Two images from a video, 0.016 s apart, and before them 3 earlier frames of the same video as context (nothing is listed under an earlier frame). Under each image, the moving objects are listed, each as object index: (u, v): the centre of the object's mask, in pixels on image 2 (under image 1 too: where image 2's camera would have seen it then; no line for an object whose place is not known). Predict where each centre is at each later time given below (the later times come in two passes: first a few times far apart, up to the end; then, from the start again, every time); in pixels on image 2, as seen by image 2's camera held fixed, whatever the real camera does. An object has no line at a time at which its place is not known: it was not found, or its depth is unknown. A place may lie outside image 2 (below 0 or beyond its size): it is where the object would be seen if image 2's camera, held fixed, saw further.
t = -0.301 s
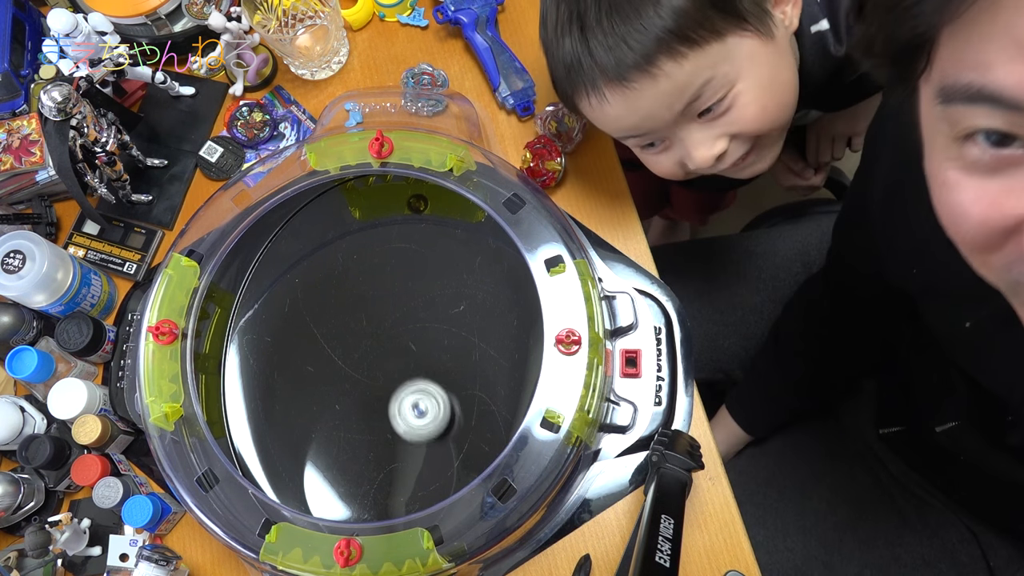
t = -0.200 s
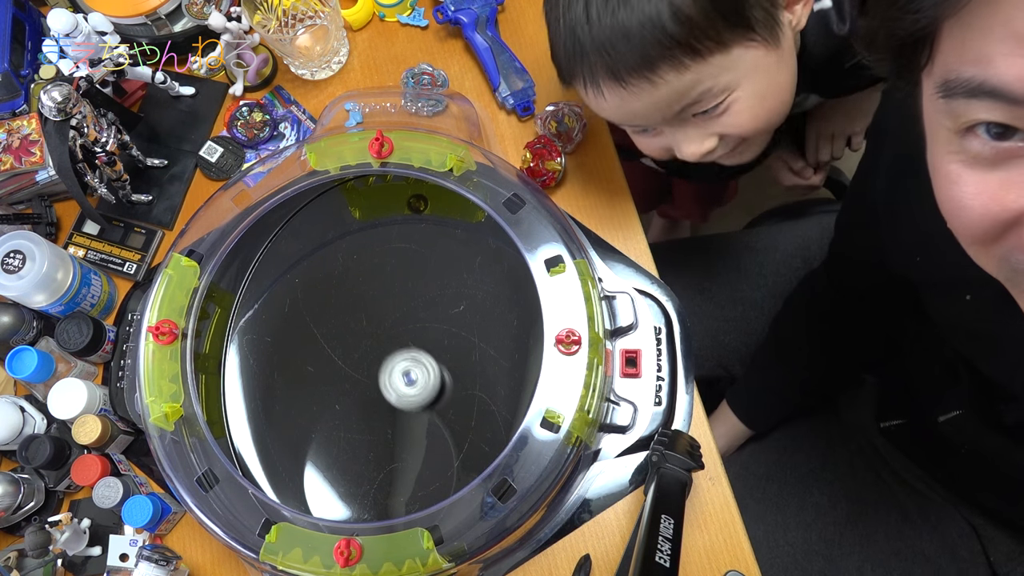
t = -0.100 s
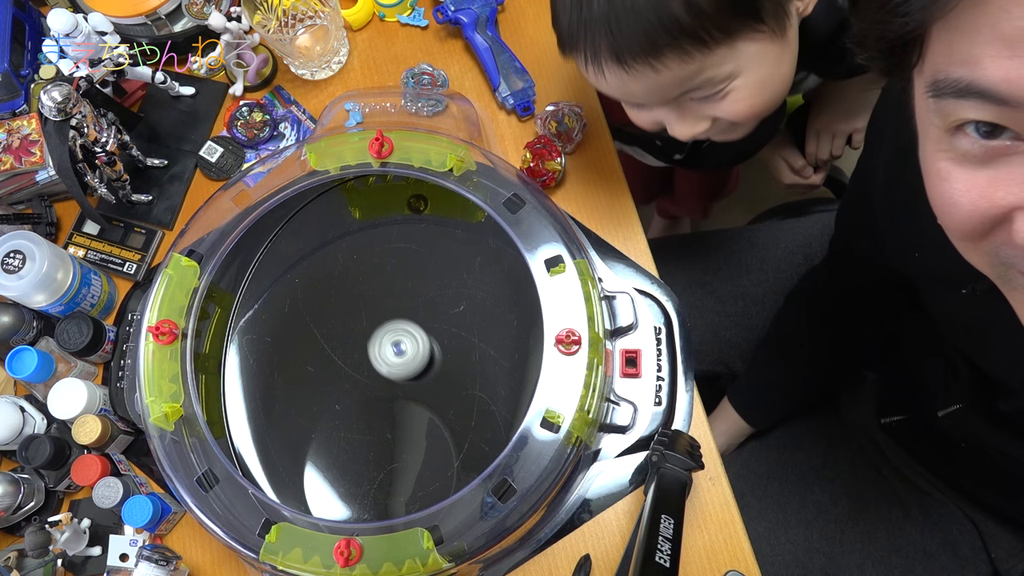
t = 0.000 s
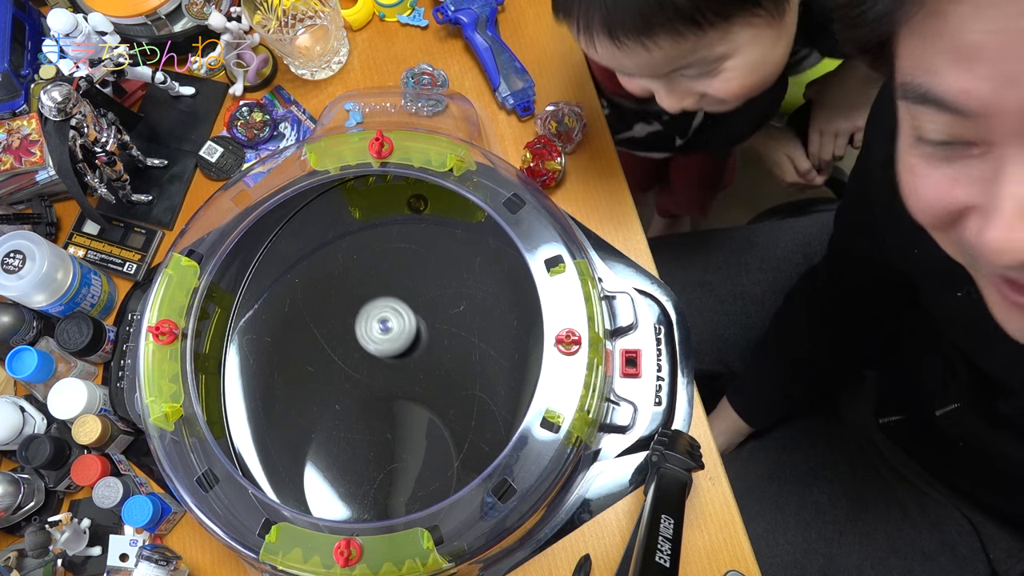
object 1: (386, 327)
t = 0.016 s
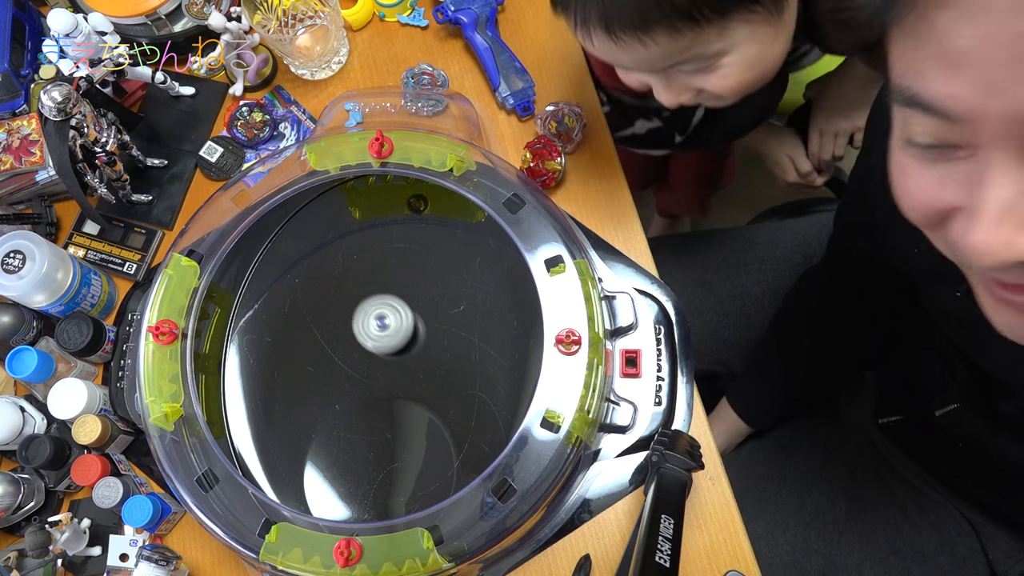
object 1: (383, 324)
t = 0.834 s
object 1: (349, 485)
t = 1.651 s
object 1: (340, 460)
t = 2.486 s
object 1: (371, 346)
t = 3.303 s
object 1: (322, 403)
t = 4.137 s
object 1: (402, 457)
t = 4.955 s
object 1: (371, 431)
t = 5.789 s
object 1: (423, 478)
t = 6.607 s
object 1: (343, 501)
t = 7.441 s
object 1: (314, 460)
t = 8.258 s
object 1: (403, 402)
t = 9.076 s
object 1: (412, 499)
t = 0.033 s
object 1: (381, 321)
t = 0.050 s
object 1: (378, 319)
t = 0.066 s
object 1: (376, 316)
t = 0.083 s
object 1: (373, 315)
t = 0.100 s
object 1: (371, 313)
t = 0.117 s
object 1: (368, 311)
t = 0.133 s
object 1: (365, 310)
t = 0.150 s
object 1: (363, 310)
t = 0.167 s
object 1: (360, 309)
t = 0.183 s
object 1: (358, 308)
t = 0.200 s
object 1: (355, 309)
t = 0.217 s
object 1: (352, 309)
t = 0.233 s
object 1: (350, 310)
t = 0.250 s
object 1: (347, 310)
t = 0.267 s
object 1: (345, 312)
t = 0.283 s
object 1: (343, 313)
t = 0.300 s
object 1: (340, 315)
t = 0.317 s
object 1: (338, 317)
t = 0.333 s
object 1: (336, 319)
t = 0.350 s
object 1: (334, 321)
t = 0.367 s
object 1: (332, 324)
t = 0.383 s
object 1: (331, 327)
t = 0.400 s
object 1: (329, 331)
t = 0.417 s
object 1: (328, 334)
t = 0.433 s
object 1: (326, 338)
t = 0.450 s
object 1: (325, 342)
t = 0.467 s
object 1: (324, 346)
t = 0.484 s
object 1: (323, 350)
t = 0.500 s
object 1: (322, 356)
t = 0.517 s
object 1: (322, 360)
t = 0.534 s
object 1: (321, 366)
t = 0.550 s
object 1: (321, 371)
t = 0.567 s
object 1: (321, 376)
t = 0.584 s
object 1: (321, 382)
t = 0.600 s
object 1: (322, 388)
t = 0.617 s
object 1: (322, 394)
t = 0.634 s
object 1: (323, 400)
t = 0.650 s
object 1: (324, 407)
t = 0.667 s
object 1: (326, 414)
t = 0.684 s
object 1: (327, 420)
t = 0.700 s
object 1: (328, 427)
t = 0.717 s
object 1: (330, 434)
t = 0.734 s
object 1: (332, 441)
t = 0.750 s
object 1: (334, 449)
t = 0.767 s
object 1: (337, 455)
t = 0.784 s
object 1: (339, 463)
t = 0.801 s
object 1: (342, 470)
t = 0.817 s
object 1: (345, 477)
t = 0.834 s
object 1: (349, 485)
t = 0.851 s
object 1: (353, 490)
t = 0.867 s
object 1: (357, 494)
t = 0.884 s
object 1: (361, 498)
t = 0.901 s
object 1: (365, 500)
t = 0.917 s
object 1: (370, 503)
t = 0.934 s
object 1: (374, 505)
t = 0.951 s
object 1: (377, 506)
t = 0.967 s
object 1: (381, 507)
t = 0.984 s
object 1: (385, 508)
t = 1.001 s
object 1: (390, 508)
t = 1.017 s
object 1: (396, 514)
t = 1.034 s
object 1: (401, 514)
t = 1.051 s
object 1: (406, 513)
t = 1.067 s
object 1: (411, 513)
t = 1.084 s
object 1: (416, 512)
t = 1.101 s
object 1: (419, 510)
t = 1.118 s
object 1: (422, 508)
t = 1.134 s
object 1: (424, 505)
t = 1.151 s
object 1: (427, 503)
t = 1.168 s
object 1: (429, 499)
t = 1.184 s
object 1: (431, 495)
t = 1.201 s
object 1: (432, 490)
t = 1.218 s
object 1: (434, 485)
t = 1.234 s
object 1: (434, 477)
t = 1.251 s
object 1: (436, 473)
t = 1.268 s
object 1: (437, 469)
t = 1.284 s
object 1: (438, 465)
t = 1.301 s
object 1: (437, 460)
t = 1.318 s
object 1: (436, 455)
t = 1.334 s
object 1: (433, 451)
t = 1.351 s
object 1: (431, 447)
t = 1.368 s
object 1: (427, 443)
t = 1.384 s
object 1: (424, 440)
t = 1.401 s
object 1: (419, 438)
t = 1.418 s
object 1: (414, 436)
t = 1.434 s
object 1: (409, 434)
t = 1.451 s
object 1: (404, 434)
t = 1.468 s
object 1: (398, 433)
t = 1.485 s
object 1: (392, 433)
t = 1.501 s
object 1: (386, 434)
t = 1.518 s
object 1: (380, 435)
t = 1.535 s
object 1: (375, 437)
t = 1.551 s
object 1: (369, 439)
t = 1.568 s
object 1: (364, 442)
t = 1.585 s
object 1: (358, 445)
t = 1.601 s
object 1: (353, 449)
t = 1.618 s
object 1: (348, 452)
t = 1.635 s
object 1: (344, 456)
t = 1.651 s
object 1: (340, 460)
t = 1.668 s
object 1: (336, 465)
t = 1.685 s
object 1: (332, 471)
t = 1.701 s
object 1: (329, 476)
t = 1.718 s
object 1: (326, 481)
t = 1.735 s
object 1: (324, 486)
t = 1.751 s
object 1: (324, 490)
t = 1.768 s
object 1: (323, 493)
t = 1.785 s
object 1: (324, 497)
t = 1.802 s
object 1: (324, 499)
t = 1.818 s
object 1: (326, 502)
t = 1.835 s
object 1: (328, 505)
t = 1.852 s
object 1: (331, 507)
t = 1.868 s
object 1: (335, 509)
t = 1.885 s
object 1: (338, 511)
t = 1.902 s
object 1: (343, 511)
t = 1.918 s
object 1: (348, 510)
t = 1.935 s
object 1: (354, 505)
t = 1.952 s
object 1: (359, 501)
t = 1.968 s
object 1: (365, 497)
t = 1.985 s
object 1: (371, 491)
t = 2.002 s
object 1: (375, 485)
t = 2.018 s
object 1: (381, 477)
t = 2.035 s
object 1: (386, 469)
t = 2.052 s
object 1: (391, 461)
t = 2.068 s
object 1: (395, 454)
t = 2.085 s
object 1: (399, 447)
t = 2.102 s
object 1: (402, 440)
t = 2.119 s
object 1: (404, 434)
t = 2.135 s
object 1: (406, 428)
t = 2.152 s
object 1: (408, 422)
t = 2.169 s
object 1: (408, 417)
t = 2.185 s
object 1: (408, 412)
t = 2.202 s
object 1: (409, 408)
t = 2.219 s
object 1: (408, 403)
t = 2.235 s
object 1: (406, 399)
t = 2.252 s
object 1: (405, 396)
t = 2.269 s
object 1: (403, 392)
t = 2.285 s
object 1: (401, 389)
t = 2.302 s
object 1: (399, 385)
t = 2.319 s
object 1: (397, 382)
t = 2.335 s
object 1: (394, 378)
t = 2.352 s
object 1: (392, 375)
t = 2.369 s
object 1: (389, 371)
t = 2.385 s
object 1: (387, 368)
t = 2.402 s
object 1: (384, 364)
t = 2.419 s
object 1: (382, 361)
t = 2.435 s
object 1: (379, 357)
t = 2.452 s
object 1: (377, 353)
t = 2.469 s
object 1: (374, 350)
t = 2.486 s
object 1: (371, 346)
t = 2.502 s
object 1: (369, 343)
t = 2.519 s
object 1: (366, 339)
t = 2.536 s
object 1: (364, 336)
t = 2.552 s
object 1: (361, 333)
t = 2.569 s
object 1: (358, 329)
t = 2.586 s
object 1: (355, 326)
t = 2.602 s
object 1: (353, 323)
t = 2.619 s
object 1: (349, 321)
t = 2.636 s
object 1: (347, 318)
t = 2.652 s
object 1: (344, 316)
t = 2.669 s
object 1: (341, 314)
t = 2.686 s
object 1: (339, 312)
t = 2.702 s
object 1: (336, 311)
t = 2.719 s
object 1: (333, 309)
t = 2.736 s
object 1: (330, 308)
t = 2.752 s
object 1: (328, 307)
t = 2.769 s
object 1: (325, 307)
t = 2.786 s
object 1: (323, 307)
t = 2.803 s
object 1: (321, 307)
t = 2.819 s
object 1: (318, 307)
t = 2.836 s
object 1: (316, 308)
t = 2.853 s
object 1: (314, 309)
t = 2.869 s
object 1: (312, 310)
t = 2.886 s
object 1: (310, 311)
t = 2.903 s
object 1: (309, 313)
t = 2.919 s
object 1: (307, 315)
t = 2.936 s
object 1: (306, 316)
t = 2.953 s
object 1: (305, 319)
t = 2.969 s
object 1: (304, 321)
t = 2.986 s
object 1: (304, 324)
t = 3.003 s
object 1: (303, 326)
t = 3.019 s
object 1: (302, 329)
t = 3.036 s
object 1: (302, 333)
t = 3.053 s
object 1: (302, 336)
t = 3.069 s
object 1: (302, 339)
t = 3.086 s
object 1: (302, 343)
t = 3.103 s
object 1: (302, 347)
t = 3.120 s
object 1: (303, 351)
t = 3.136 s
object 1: (304, 355)
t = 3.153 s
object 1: (304, 360)
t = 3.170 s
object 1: (306, 364)
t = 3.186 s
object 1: (307, 369)
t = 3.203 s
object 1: (309, 373)
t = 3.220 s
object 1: (311, 378)
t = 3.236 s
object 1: (312, 382)
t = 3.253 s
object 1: (315, 388)
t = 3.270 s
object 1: (317, 393)
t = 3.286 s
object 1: (319, 397)
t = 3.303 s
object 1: (322, 403)
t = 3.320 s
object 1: (324, 408)
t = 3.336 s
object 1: (328, 413)
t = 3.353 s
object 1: (330, 419)
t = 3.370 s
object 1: (334, 425)
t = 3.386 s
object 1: (336, 431)
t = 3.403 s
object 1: (339, 438)
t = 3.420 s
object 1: (342, 444)
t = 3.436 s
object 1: (345, 450)
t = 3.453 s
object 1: (349, 456)
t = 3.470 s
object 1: (353, 462)
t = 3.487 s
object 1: (357, 468)
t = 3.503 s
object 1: (360, 474)
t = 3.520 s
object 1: (365, 479)
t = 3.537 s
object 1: (369, 484)
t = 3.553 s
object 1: (373, 489)
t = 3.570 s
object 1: (377, 492)
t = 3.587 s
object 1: (381, 494)
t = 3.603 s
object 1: (386, 496)
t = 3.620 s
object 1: (389, 497)
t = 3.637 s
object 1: (393, 498)
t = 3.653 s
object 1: (398, 504)
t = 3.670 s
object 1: (402, 506)
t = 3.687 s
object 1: (406, 506)
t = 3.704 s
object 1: (410, 507)
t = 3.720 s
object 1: (413, 507)
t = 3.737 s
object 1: (416, 506)
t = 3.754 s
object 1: (419, 506)
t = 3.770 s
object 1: (421, 505)
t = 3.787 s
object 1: (423, 504)
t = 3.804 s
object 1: (425, 502)
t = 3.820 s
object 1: (426, 500)
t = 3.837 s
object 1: (427, 499)
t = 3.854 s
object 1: (429, 496)
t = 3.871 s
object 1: (429, 491)
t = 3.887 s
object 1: (429, 490)
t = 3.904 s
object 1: (429, 486)
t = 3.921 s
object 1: (429, 483)
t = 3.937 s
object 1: (428, 478)
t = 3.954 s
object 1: (428, 476)
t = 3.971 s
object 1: (427, 473)
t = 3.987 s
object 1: (426, 471)
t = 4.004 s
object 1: (425, 468)
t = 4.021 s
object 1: (423, 465)
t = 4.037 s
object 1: (421, 463)
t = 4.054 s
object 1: (418, 461)
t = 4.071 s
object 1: (416, 459)
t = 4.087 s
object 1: (413, 458)
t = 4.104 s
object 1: (409, 458)
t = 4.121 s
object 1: (406, 457)
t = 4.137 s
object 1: (402, 457)
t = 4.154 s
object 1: (397, 458)
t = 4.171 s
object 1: (393, 459)
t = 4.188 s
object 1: (389, 460)
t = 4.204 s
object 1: (384, 462)
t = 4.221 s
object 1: (381, 464)
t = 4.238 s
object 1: (376, 466)
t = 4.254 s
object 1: (372, 469)
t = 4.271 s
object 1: (368, 473)
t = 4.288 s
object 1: (364, 475)
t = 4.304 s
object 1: (361, 479)
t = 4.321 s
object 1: (358, 483)
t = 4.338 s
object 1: (355, 487)
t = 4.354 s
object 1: (352, 490)
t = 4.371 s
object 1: (350, 493)
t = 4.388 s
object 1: (348, 496)
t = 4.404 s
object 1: (346, 498)
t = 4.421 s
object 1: (345, 501)
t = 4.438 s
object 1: (345, 503)
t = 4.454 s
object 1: (345, 505)
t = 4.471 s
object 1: (346, 506)
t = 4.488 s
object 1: (348, 508)
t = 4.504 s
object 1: (349, 509)
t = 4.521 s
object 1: (351, 509)
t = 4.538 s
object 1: (355, 510)
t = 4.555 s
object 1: (357, 509)
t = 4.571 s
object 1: (362, 508)
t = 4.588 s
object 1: (366, 506)
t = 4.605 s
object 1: (370, 504)
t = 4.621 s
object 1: (375, 502)
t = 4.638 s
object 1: (379, 500)
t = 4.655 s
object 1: (382, 498)
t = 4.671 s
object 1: (385, 495)
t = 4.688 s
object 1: (388, 492)
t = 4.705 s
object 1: (391, 488)
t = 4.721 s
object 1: (393, 485)
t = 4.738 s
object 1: (395, 480)
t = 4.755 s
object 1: (395, 476)
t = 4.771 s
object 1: (395, 471)
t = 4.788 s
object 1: (395, 467)
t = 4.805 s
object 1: (394, 463)
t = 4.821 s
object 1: (393, 458)
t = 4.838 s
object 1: (392, 454)
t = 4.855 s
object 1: (389, 451)
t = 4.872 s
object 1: (387, 447)
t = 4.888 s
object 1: (384, 443)
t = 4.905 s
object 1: (381, 440)
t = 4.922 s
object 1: (378, 437)
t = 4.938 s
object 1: (375, 434)
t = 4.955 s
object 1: (371, 431)
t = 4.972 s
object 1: (366, 428)
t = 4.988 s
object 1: (364, 427)
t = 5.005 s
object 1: (359, 425)
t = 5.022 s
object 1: (355, 423)
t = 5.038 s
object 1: (351, 422)
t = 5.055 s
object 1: (348, 422)
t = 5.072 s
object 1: (343, 421)
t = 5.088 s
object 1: (340, 421)
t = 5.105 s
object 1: (336, 422)
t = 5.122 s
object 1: (332, 422)
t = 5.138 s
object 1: (329, 423)
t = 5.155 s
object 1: (325, 425)
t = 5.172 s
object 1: (322, 427)
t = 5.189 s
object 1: (320, 429)
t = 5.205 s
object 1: (318, 432)
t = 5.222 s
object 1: (315, 435)
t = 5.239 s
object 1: (314, 437)
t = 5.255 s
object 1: (313, 441)
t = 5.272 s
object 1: (312, 445)
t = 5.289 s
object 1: (312, 449)
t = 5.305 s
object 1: (313, 453)
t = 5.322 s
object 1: (313, 457)
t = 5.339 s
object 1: (315, 461)
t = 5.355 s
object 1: (317, 466)
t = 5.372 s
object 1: (319, 470)
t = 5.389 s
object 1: (322, 474)
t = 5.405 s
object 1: (325, 479)
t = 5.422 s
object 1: (329, 483)
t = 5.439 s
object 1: (334, 486)
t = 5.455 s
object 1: (339, 490)
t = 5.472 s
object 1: (345, 492)
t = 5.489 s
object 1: (349, 494)
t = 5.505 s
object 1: (355, 495)
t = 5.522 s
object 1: (361, 497)
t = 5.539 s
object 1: (366, 498)
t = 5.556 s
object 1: (371, 498)
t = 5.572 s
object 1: (376, 498)
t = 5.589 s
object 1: (381, 499)
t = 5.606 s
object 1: (386, 503)
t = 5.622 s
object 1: (391, 503)
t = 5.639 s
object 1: (395, 502)
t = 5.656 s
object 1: (399, 501)
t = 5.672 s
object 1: (403, 499)
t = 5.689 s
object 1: (407, 497)
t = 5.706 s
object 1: (410, 495)
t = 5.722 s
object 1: (413, 493)
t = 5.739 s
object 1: (415, 487)
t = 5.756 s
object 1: (418, 484)
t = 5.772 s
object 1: (421, 481)
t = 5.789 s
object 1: (423, 478)
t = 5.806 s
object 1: (425, 475)
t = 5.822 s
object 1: (427, 471)
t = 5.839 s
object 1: (428, 467)
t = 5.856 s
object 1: (430, 464)
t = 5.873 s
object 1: (431, 460)
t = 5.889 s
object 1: (432, 456)
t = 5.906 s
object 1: (432, 451)
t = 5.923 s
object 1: (433, 447)
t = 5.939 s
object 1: (433, 443)
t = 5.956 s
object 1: (433, 439)
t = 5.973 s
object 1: (432, 435)
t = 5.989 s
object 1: (431, 431)
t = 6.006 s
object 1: (430, 427)
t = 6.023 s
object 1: (428, 424)
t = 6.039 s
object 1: (427, 421)
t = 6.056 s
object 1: (424, 418)
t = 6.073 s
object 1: (421, 415)
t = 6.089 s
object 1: (419, 413)
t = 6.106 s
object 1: (416, 411)
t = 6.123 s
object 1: (412, 410)
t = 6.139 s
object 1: (409, 408)
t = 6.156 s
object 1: (405, 407)
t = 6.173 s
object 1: (400, 408)
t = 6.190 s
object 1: (396, 408)
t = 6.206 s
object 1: (392, 408)
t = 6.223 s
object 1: (387, 409)
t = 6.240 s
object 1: (383, 411)
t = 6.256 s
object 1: (378, 413)
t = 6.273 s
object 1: (374, 415)
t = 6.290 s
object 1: (369, 418)
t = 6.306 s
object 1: (365, 421)
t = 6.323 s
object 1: (361, 425)
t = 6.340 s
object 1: (358, 429)
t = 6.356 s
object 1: (353, 433)
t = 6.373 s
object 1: (350, 437)
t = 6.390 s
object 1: (348, 442)
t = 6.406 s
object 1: (345, 448)
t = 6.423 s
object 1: (343, 452)
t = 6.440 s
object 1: (341, 457)
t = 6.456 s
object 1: (340, 462)
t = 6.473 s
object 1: (339, 467)
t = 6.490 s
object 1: (337, 473)
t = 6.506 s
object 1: (336, 479)
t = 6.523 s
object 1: (335, 485)
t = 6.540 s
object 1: (336, 490)
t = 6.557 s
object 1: (338, 493)
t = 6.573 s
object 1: (339, 496)
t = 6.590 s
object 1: (341, 499)
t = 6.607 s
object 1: (343, 501)
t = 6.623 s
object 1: (345, 504)
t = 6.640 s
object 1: (348, 506)
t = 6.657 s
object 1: (351, 508)
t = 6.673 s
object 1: (354, 509)
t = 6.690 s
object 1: (358, 510)
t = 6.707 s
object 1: (362, 511)
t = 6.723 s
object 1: (366, 511)
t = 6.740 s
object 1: (370, 511)
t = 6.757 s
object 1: (374, 511)
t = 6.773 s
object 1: (378, 510)
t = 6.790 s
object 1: (382, 509)
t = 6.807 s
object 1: (387, 514)
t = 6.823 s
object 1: (391, 506)
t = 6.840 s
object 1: (397, 510)
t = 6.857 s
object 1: (401, 508)
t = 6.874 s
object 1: (404, 505)
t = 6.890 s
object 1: (407, 502)
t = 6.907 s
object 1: (409, 498)
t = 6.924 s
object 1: (409, 490)
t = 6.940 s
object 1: (410, 487)
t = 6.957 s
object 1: (411, 482)
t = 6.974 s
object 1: (411, 478)
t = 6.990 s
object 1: (410, 474)
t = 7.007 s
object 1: (408, 468)
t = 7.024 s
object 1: (406, 463)
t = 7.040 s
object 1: (403, 459)
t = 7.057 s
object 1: (400, 455)
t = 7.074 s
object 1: (396, 451)
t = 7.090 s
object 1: (392, 448)
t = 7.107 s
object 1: (389, 445)
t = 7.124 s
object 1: (384, 443)
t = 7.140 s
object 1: (380, 440)
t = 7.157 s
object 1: (376, 438)
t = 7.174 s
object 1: (372, 437)
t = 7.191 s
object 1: (367, 436)
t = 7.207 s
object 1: (362, 435)
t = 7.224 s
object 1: (358, 434)
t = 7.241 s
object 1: (354, 434)
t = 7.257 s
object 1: (349, 435)
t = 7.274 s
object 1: (344, 435)
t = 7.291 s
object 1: (340, 436)
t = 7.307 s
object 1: (336, 438)
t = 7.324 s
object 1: (332, 439)
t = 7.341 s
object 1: (328, 441)
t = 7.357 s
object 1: (325, 443)
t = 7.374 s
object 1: (322, 446)
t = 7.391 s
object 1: (319, 449)
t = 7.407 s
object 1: (317, 453)
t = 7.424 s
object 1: (315, 456)
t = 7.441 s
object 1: (314, 460)
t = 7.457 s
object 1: (313, 463)
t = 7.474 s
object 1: (312, 468)
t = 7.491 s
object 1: (312, 471)
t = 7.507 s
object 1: (313, 476)
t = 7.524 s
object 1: (313, 480)
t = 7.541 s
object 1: (316, 484)
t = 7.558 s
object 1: (318, 487)
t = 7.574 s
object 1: (321, 490)
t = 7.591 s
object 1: (325, 493)
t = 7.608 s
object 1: (329, 495)
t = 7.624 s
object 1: (334, 498)
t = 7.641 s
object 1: (339, 499)
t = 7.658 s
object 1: (345, 501)
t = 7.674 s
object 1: (350, 502)
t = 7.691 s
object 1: (354, 503)
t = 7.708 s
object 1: (360, 503)
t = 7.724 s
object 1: (365, 503)
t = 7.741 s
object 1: (371, 503)
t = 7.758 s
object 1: (376, 502)
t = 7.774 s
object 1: (381, 501)
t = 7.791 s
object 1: (385, 500)
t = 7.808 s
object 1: (390, 498)
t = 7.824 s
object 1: (394, 497)
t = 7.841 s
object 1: (398, 494)
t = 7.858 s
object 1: (401, 492)
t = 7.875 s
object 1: (405, 490)
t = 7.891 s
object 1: (408, 487)
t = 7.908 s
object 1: (411, 484)
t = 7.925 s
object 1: (413, 480)
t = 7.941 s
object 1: (415, 476)
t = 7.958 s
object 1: (417, 472)
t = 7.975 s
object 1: (419, 467)
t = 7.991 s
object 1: (420, 463)
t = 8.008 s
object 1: (420, 458)
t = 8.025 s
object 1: (421, 454)
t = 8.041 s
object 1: (422, 449)
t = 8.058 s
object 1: (422, 444)
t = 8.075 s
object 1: (422, 440)
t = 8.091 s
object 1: (422, 435)
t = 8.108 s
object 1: (421, 431)
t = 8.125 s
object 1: (421, 427)
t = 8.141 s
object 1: (420, 423)
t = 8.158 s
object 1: (418, 419)
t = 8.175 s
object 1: (416, 415)
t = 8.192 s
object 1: (414, 412)
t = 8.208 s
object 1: (412, 409)
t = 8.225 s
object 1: (409, 406)
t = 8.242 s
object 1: (406, 404)
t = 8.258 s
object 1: (403, 402)
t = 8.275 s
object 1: (399, 400)
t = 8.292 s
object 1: (396, 399)
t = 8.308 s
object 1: (393, 399)
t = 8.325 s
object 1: (389, 398)
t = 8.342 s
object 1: (385, 398)
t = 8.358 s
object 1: (381, 398)
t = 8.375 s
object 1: (377, 400)
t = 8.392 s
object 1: (373, 402)
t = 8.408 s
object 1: (369, 403)
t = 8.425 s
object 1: (365, 406)
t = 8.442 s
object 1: (361, 408)
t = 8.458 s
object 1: (358, 412)
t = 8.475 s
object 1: (354, 416)
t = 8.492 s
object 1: (351, 420)
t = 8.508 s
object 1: (349, 424)
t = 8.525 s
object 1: (346, 428)
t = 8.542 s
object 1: (344, 434)
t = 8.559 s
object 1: (341, 438)
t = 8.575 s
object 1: (340, 443)
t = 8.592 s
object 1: (340, 448)
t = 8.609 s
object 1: (339, 453)
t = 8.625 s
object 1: (338, 459)
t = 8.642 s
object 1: (338, 464)
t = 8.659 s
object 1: (338, 470)
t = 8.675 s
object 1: (339, 476)
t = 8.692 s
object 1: (340, 481)
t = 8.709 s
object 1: (341, 486)
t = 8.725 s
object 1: (343, 490)
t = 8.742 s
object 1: (344, 493)
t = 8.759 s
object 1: (347, 496)
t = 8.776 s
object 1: (349, 499)
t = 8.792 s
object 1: (352, 502)
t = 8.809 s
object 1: (354, 504)
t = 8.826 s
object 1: (357, 505)
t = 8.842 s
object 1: (360, 507)
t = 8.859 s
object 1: (364, 508)
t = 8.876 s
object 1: (368, 508)
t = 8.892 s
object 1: (372, 509)
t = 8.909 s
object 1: (375, 509)
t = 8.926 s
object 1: (378, 508)
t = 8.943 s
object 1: (382, 507)
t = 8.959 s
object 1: (386, 507)
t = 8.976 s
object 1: (390, 506)
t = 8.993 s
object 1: (394, 504)
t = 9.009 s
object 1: (398, 502)
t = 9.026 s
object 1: (401, 500)
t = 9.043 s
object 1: (407, 504)
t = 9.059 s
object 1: (410, 502)
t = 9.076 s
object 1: (412, 499)
